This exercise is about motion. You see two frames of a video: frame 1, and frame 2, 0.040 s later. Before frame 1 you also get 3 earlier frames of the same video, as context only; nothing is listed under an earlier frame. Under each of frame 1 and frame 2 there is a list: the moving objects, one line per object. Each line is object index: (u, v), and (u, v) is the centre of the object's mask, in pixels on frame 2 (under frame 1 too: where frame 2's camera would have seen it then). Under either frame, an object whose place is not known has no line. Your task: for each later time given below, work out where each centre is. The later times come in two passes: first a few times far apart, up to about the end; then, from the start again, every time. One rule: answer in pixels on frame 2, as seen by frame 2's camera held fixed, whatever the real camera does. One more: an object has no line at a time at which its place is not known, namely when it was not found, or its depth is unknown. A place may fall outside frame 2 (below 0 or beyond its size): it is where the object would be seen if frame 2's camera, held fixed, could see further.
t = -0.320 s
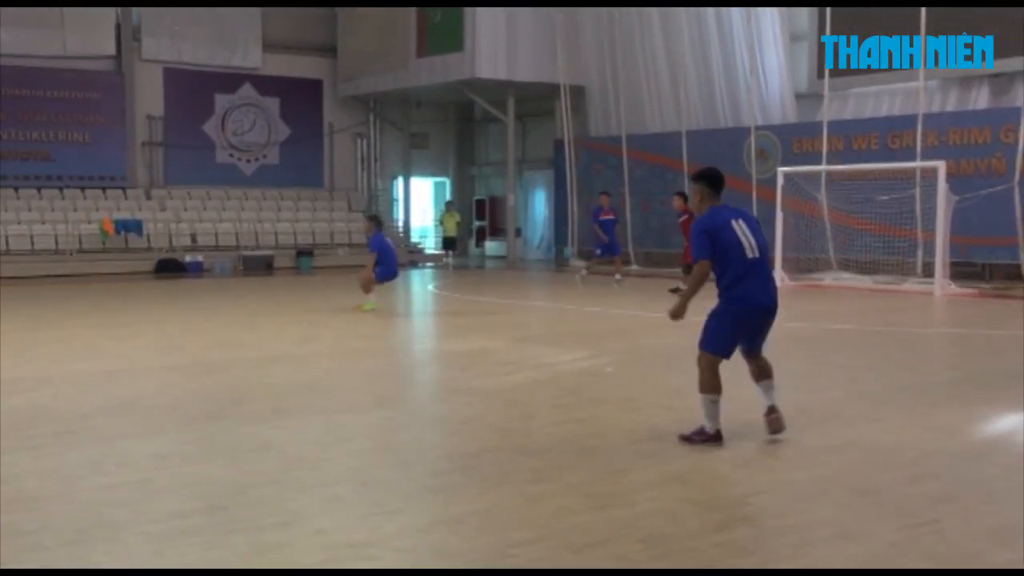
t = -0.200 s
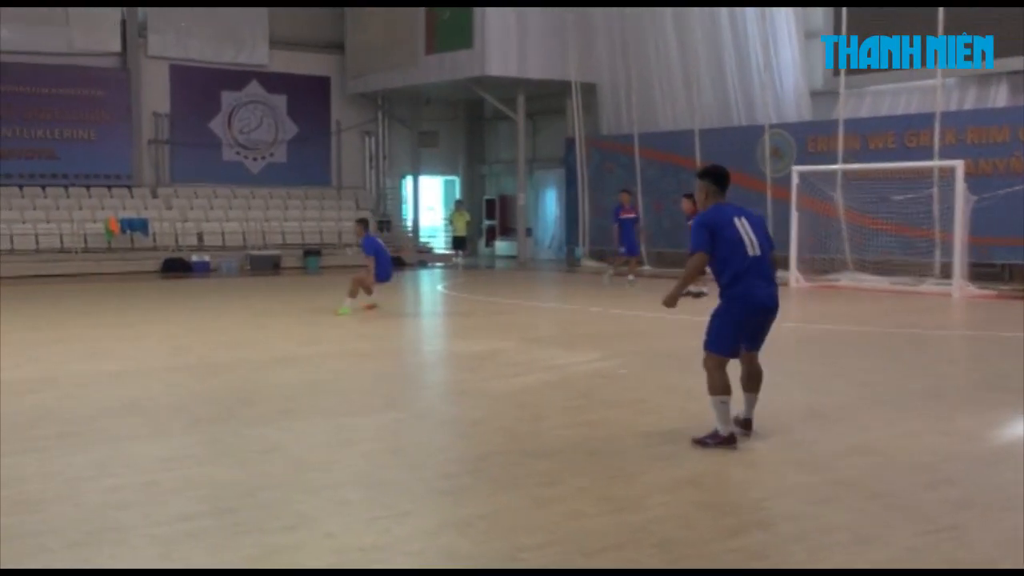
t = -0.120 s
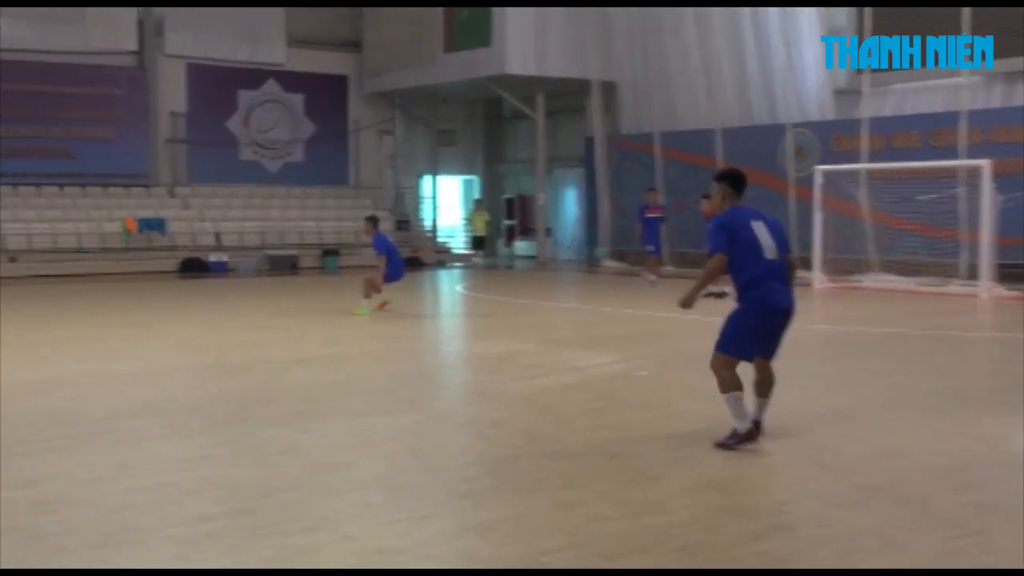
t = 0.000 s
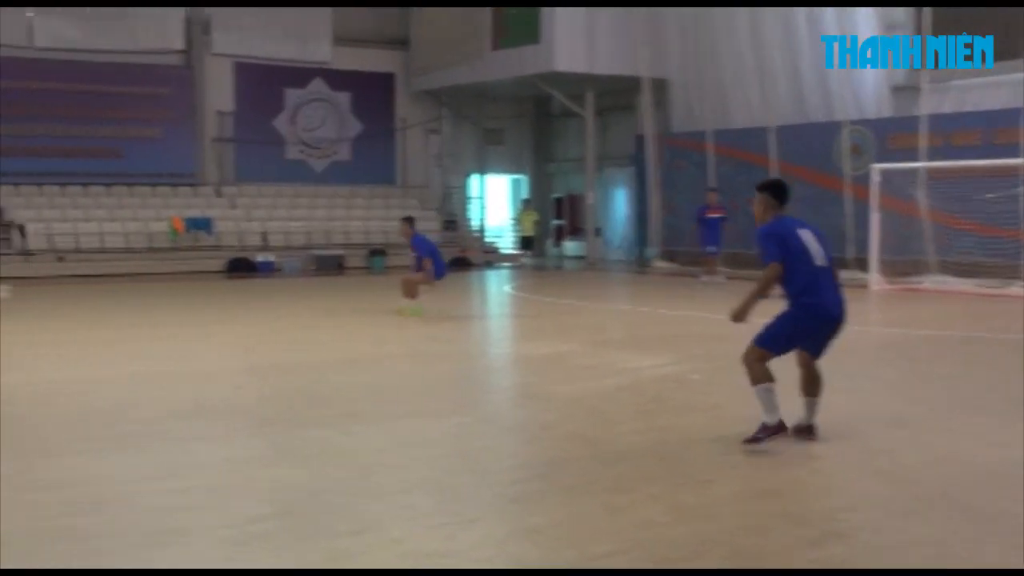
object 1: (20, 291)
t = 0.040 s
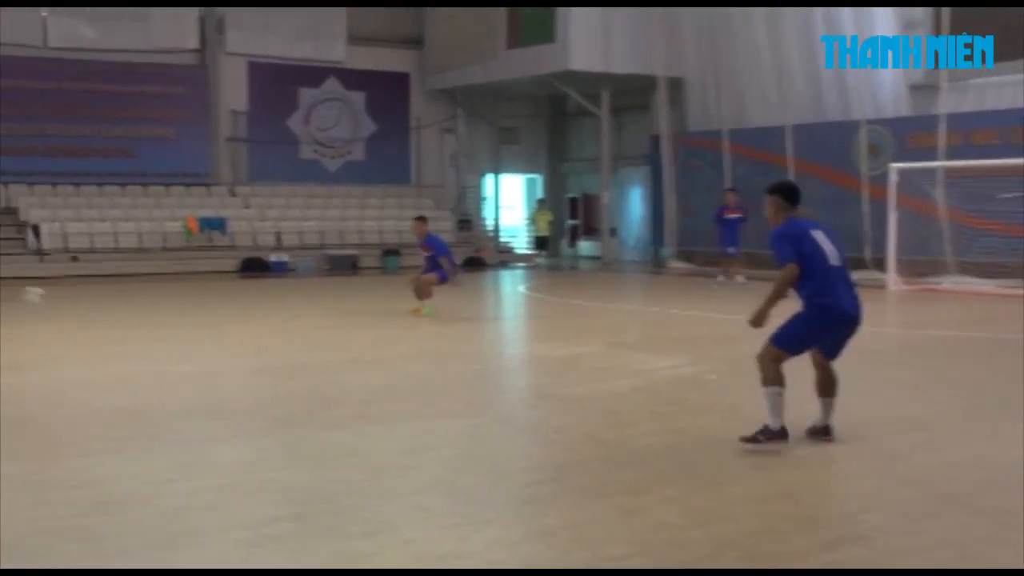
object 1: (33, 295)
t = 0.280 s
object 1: (171, 329)
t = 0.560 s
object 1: (380, 358)
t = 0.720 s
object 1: (521, 376)
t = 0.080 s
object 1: (52, 300)
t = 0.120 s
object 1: (75, 306)
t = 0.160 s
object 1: (99, 319)
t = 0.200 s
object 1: (123, 323)
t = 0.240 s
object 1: (147, 324)
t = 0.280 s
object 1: (171, 329)
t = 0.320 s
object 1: (200, 332)
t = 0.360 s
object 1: (226, 337)
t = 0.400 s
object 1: (254, 342)
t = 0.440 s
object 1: (284, 345)
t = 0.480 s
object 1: (316, 351)
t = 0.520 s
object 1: (348, 356)
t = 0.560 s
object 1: (380, 358)
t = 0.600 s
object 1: (412, 364)
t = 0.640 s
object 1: (448, 368)
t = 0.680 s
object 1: (481, 371)
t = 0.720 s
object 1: (521, 376)
